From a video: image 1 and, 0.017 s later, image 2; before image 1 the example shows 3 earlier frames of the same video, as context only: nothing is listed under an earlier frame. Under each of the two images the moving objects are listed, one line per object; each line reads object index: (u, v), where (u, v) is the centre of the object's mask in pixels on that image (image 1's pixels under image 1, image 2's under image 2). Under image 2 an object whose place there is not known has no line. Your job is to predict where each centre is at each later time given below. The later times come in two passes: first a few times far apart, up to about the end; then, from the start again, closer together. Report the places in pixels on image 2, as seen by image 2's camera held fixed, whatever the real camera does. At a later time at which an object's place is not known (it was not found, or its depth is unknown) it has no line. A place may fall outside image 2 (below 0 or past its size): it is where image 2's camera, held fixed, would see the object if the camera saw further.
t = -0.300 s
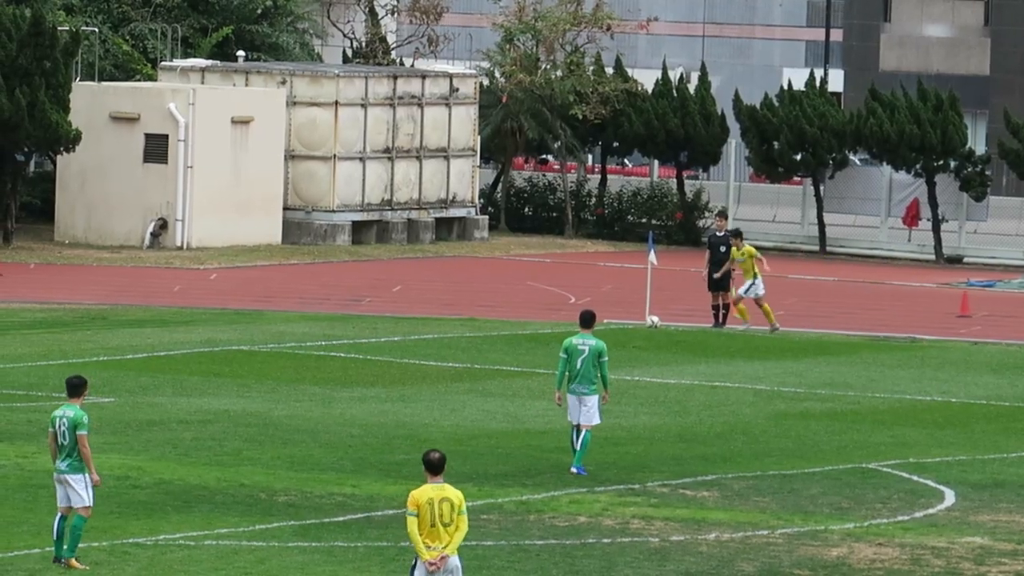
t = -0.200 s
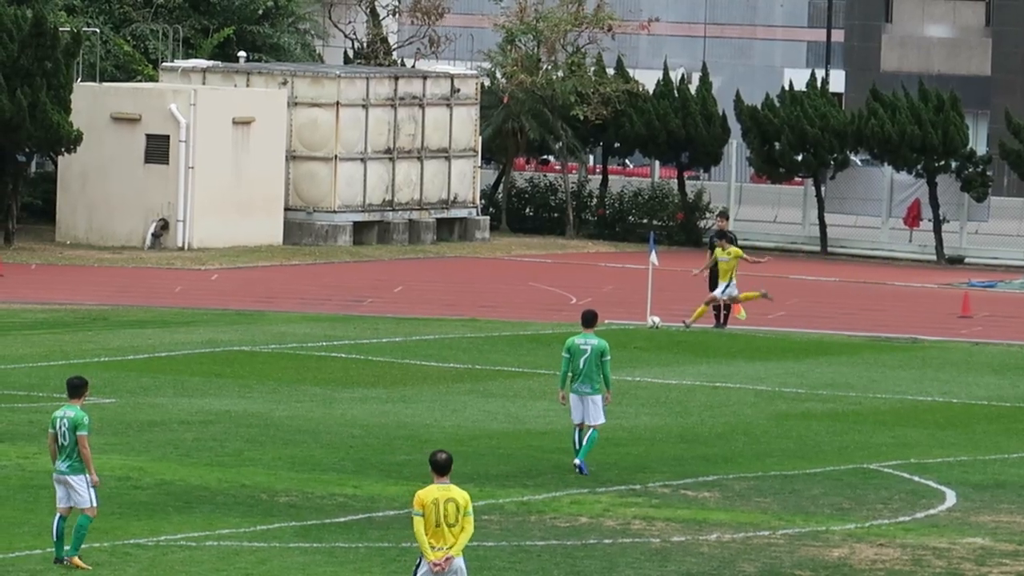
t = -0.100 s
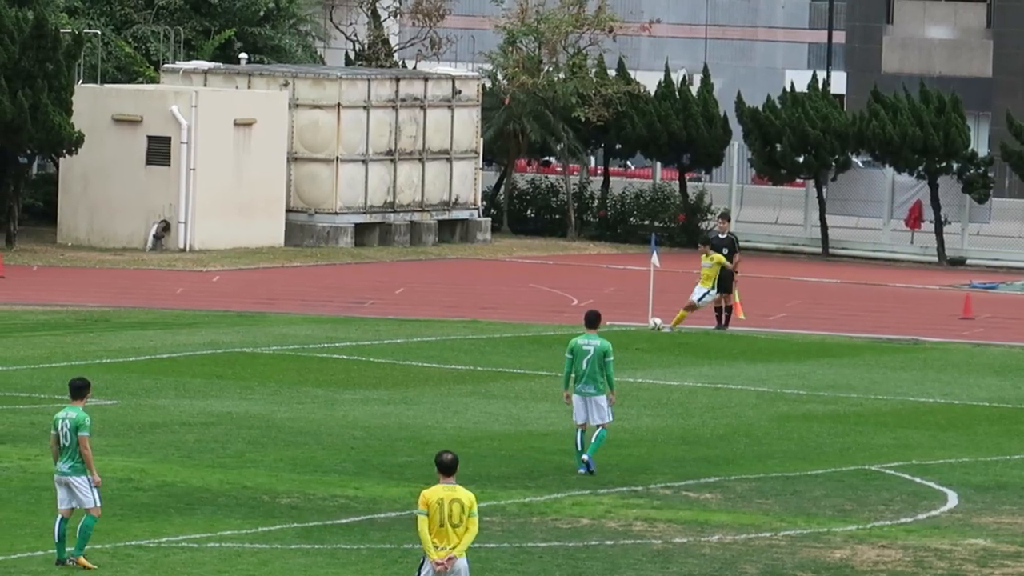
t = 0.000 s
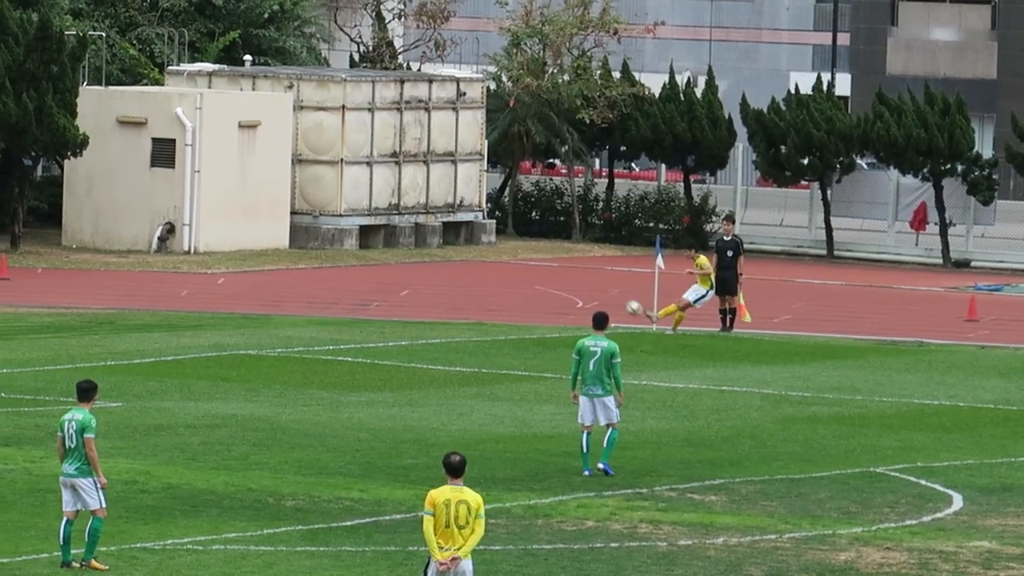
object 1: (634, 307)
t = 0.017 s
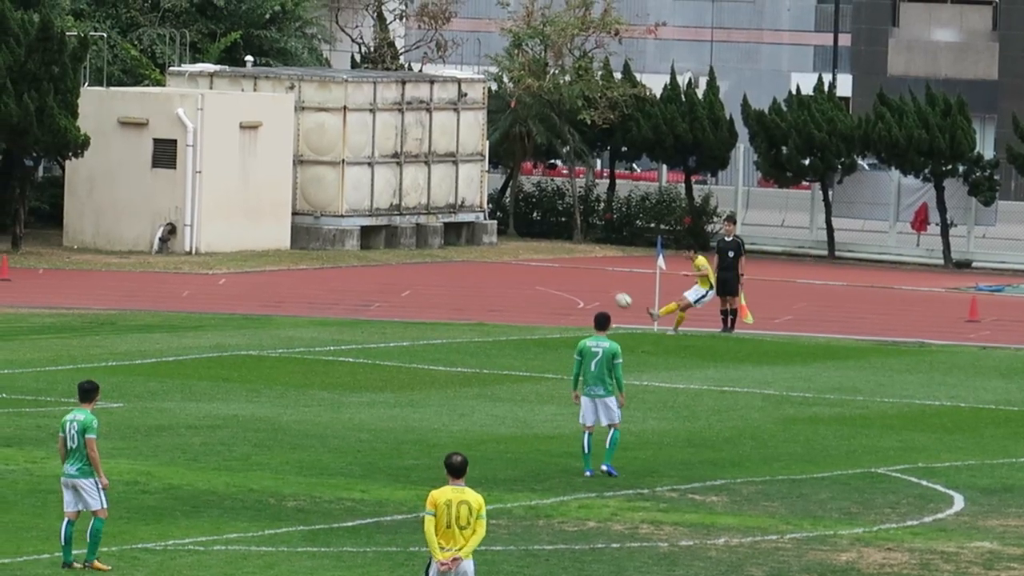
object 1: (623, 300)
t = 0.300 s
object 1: (455, 194)
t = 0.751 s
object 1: (256, 143)
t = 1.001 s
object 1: (175, 192)
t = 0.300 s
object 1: (455, 194)
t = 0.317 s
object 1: (447, 190)
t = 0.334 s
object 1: (439, 185)
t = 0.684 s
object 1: (282, 139)
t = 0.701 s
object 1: (275, 140)
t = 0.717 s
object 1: (269, 141)
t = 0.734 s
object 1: (263, 142)
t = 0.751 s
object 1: (256, 143)
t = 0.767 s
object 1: (250, 144)
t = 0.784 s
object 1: (244, 146)
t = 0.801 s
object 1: (238, 148)
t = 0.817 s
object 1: (232, 150)
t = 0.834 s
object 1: (227, 153)
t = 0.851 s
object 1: (221, 155)
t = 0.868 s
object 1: (216, 158)
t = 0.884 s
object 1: (209, 162)
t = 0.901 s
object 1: (205, 165)
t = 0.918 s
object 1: (199, 169)
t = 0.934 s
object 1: (195, 173)
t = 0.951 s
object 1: (190, 177)
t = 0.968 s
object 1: (184, 182)
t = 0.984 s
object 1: (180, 187)
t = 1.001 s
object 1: (175, 192)
